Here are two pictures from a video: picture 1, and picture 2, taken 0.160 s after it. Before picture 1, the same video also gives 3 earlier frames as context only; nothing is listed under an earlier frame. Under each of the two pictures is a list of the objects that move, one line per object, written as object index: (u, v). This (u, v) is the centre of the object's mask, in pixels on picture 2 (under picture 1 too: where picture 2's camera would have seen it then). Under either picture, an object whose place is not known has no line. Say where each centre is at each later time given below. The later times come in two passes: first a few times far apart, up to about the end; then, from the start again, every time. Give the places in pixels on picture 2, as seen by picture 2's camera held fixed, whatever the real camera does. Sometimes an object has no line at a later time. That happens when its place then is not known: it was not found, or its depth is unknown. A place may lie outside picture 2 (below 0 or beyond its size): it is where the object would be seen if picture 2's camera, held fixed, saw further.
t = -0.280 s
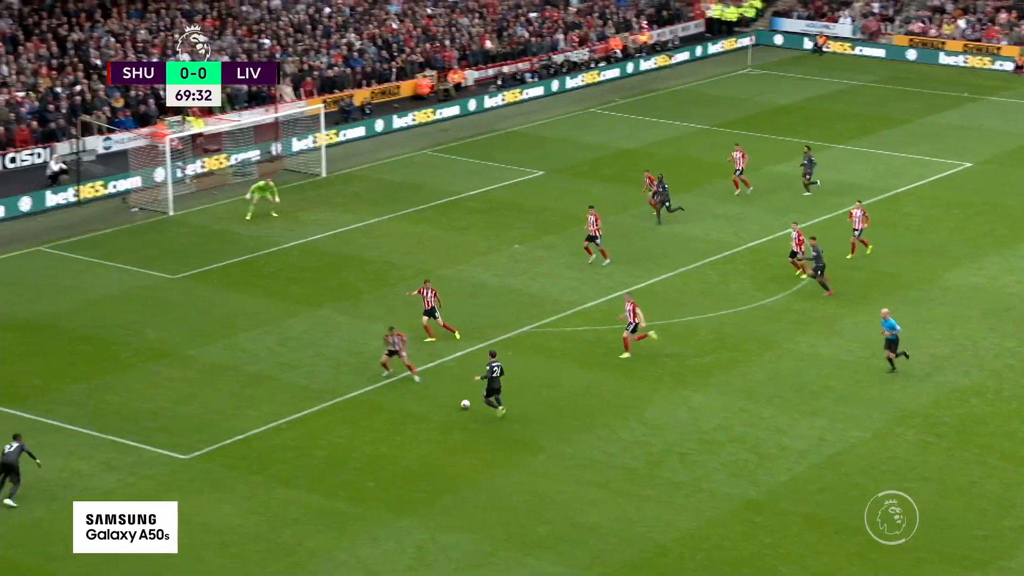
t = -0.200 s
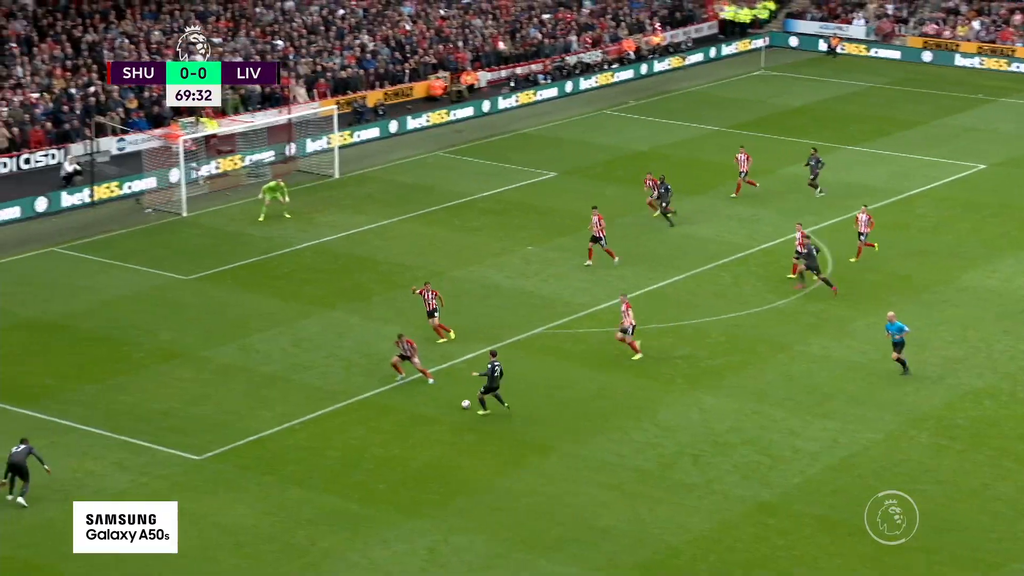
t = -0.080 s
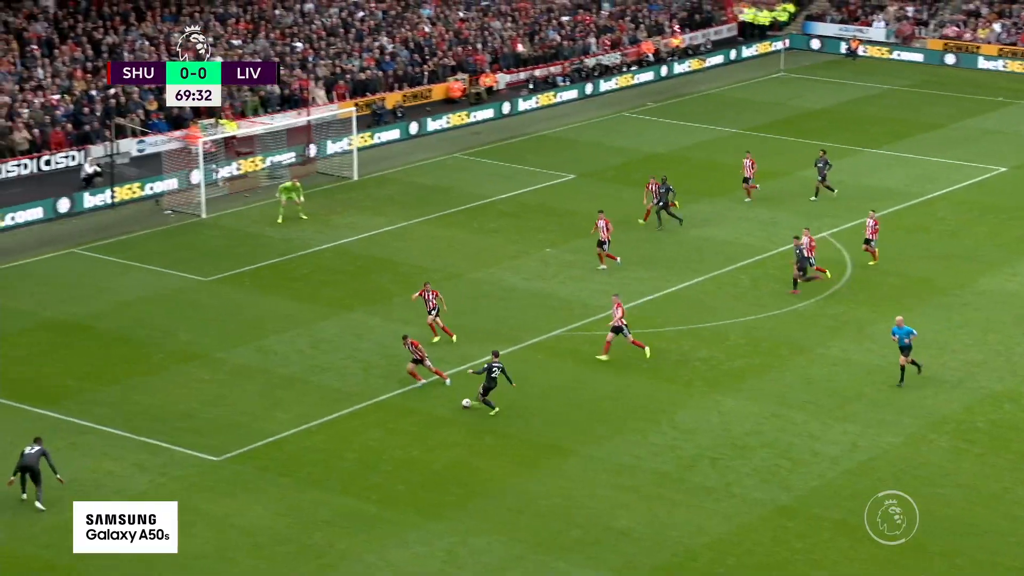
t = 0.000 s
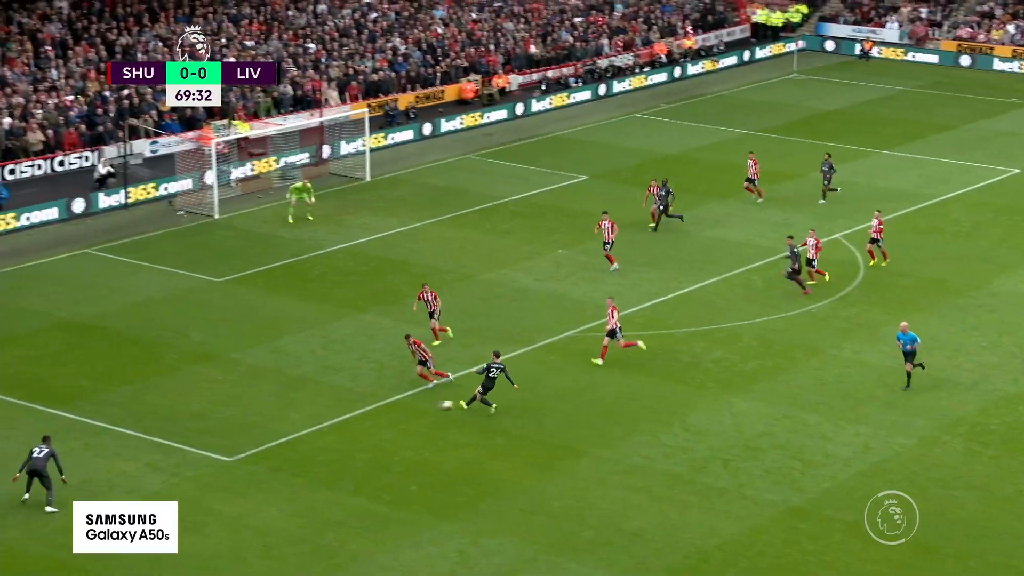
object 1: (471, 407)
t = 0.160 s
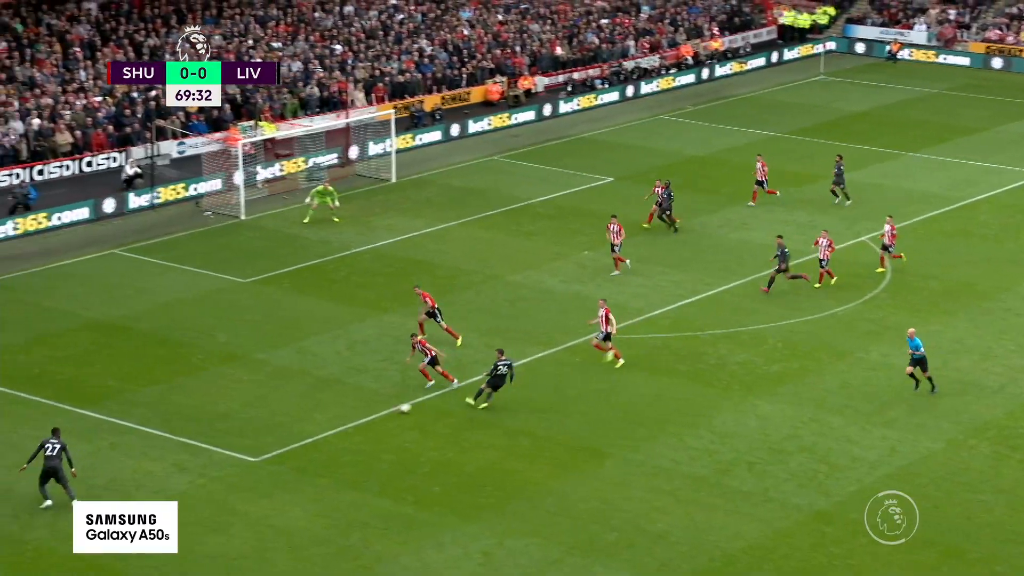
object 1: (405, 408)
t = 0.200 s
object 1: (389, 409)
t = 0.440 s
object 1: (304, 412)
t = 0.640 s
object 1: (245, 414)
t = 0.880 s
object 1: (183, 417)
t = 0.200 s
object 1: (389, 409)
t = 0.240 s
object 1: (374, 409)
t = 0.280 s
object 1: (359, 410)
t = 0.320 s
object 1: (345, 411)
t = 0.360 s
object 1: (331, 411)
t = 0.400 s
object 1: (317, 412)
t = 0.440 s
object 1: (304, 412)
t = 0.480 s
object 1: (291, 413)
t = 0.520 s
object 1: (279, 413)
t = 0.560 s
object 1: (268, 413)
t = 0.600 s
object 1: (256, 414)
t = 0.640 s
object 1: (245, 414)
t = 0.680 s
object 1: (234, 415)
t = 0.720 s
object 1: (223, 415)
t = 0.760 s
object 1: (213, 416)
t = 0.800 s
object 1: (203, 416)
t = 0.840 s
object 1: (193, 417)
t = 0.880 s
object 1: (183, 417)
